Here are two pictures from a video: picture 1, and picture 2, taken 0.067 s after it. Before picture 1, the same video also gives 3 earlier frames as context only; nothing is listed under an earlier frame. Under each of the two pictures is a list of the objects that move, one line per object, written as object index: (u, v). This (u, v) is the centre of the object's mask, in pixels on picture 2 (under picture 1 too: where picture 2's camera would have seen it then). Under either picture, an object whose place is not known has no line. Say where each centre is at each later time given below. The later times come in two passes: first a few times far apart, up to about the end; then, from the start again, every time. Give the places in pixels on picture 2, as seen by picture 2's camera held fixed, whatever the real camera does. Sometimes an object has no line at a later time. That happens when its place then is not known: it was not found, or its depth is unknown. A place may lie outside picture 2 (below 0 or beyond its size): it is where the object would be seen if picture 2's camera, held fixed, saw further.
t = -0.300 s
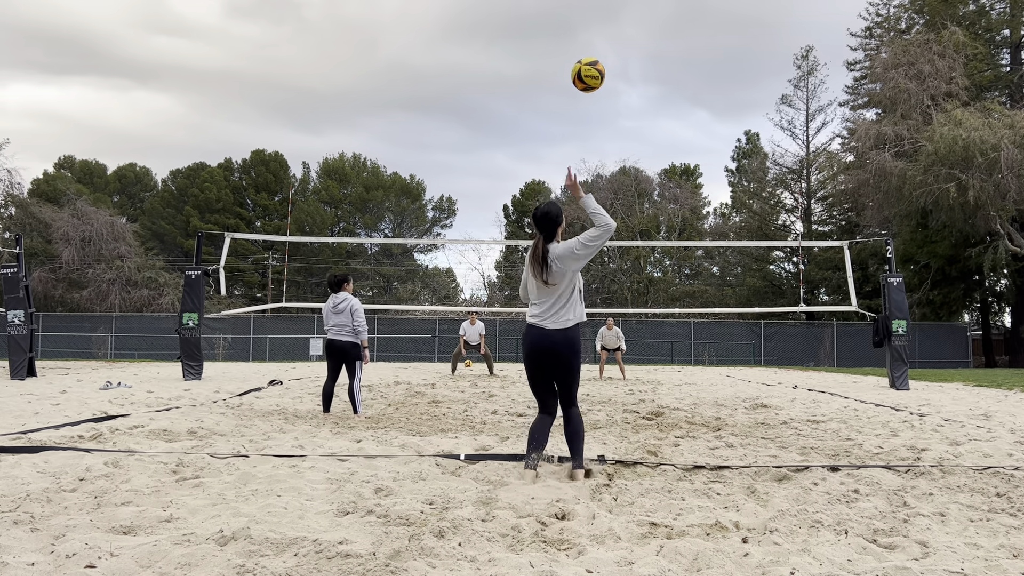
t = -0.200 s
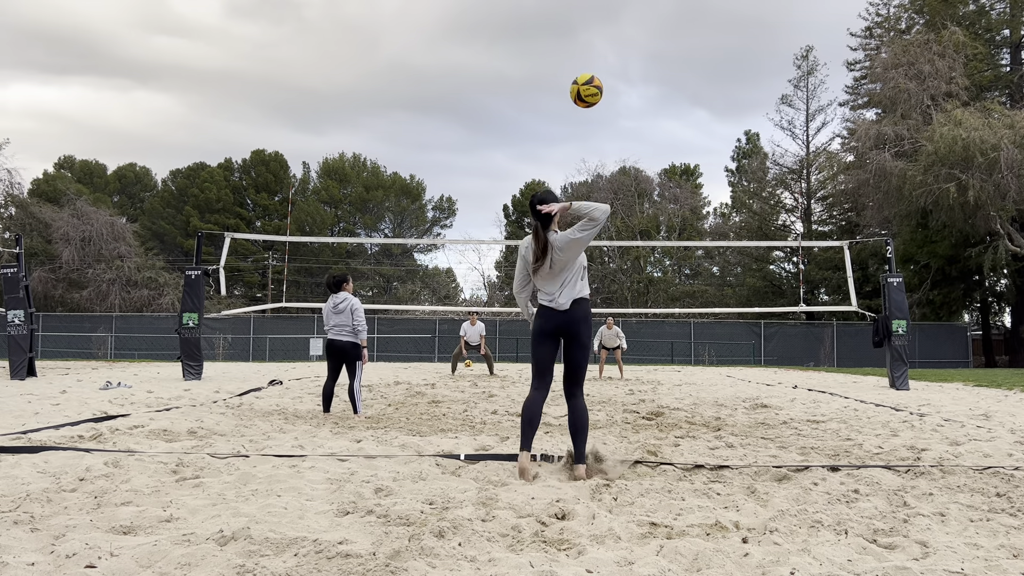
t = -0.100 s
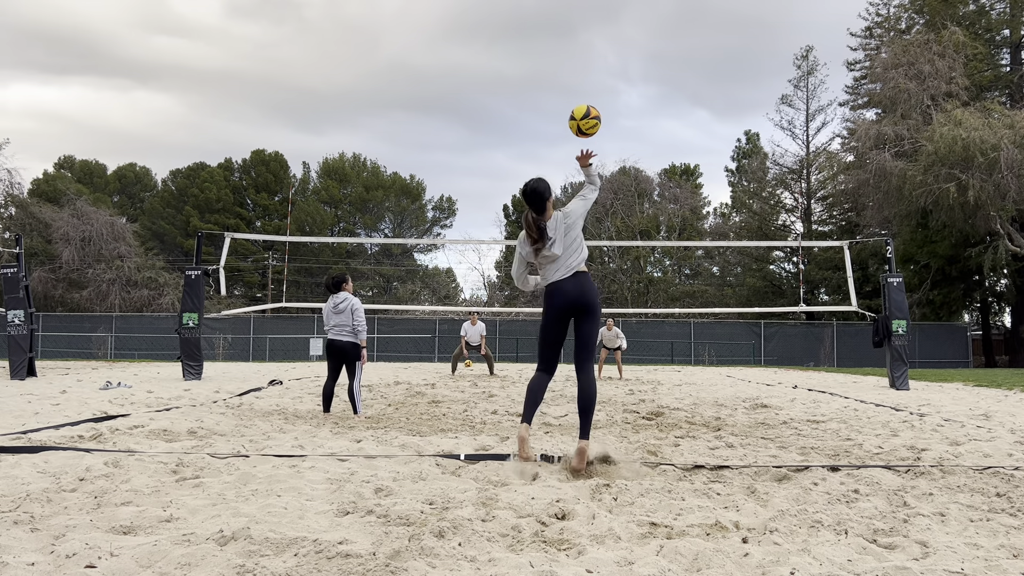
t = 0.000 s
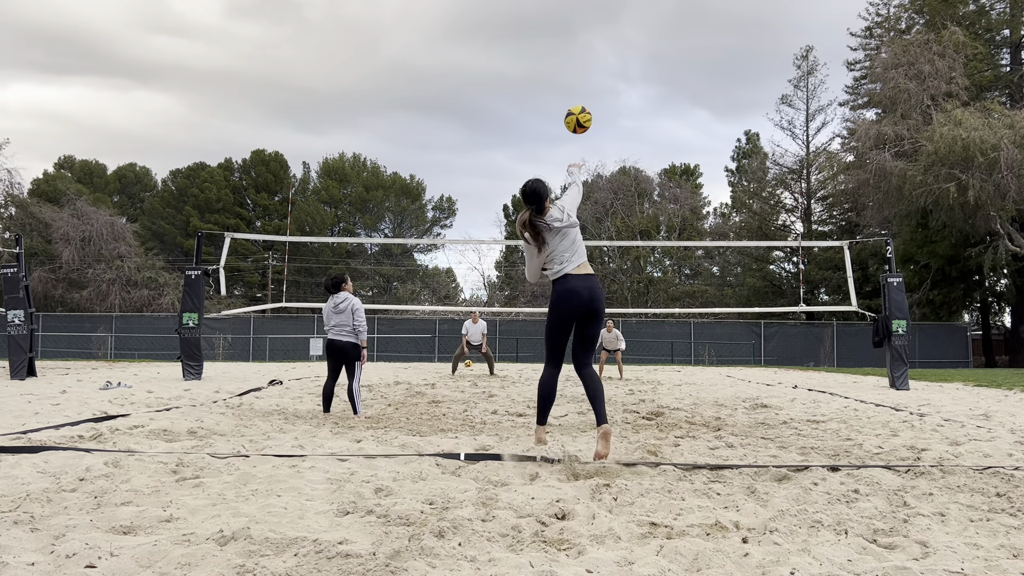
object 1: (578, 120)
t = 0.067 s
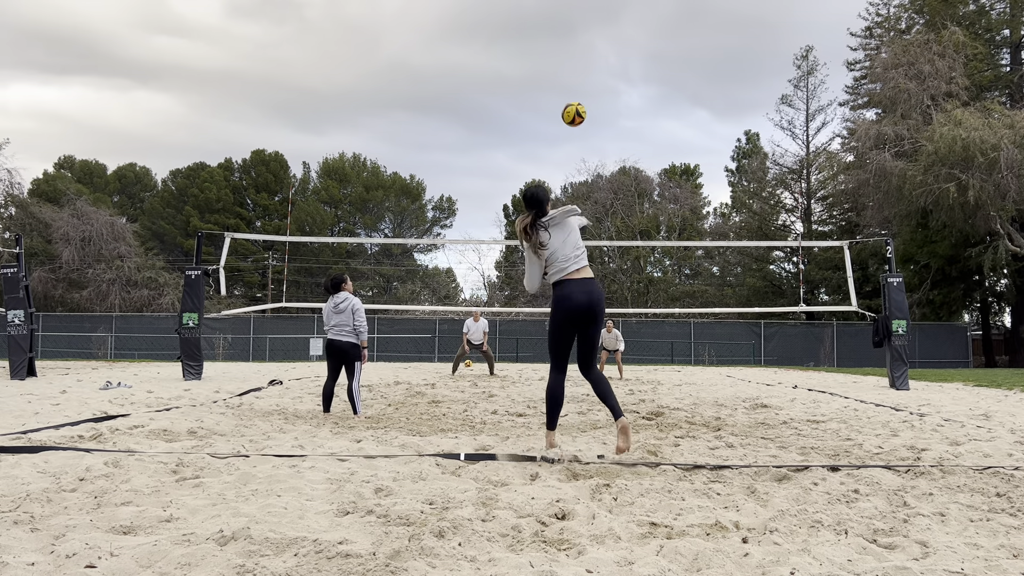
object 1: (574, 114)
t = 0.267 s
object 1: (565, 125)
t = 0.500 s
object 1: (560, 168)
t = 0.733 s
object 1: (559, 226)
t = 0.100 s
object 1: (572, 114)
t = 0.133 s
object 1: (570, 114)
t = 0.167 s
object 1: (569, 116)
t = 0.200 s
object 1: (567, 118)
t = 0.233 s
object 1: (566, 122)
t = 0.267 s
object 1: (565, 125)
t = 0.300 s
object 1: (564, 130)
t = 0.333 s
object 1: (563, 135)
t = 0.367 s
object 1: (563, 141)
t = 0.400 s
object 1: (562, 146)
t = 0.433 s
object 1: (561, 153)
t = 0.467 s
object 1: (561, 161)
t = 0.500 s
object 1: (560, 168)
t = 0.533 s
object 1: (559, 176)
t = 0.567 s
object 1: (559, 183)
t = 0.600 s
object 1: (559, 192)
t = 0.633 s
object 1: (559, 200)
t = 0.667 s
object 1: (559, 208)
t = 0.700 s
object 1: (559, 217)
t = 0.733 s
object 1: (559, 226)
